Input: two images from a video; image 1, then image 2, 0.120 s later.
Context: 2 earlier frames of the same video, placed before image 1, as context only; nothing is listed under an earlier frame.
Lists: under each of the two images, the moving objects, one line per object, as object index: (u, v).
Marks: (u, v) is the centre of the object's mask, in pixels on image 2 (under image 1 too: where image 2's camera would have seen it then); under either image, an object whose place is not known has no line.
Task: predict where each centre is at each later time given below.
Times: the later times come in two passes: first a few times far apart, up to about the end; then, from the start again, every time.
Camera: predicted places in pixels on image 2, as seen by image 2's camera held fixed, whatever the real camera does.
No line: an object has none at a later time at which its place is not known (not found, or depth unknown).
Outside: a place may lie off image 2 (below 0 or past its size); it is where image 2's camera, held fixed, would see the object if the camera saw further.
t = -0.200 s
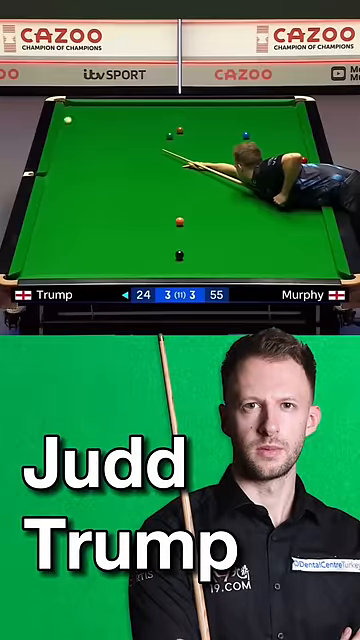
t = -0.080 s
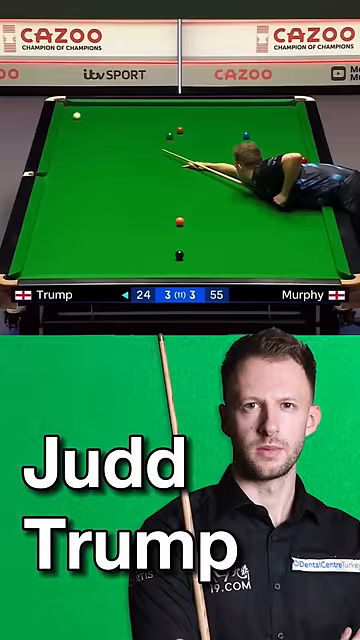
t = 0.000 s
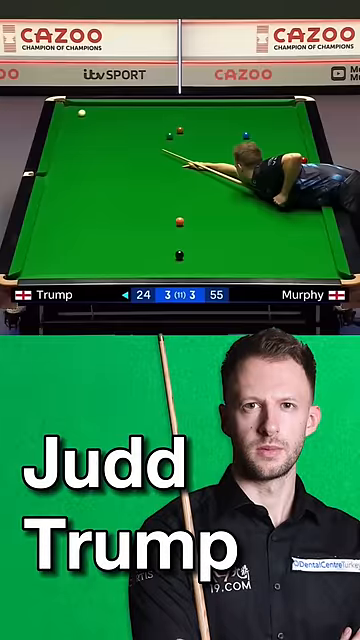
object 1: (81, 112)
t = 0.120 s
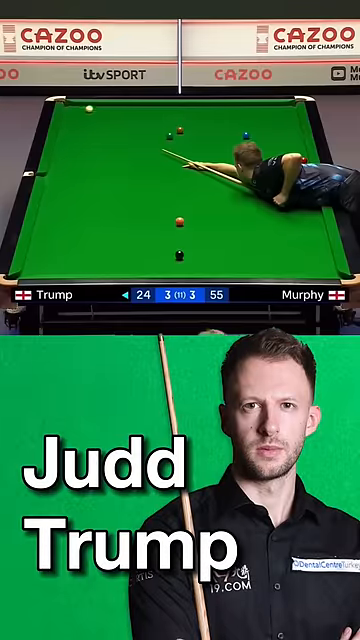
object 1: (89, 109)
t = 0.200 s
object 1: (93, 106)
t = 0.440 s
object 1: (110, 107)
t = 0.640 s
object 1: (124, 111)
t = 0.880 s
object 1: (140, 115)
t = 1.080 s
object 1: (154, 119)
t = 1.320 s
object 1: (170, 123)
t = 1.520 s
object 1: (184, 126)
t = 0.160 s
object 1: (91, 107)
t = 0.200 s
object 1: (93, 106)
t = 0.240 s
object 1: (96, 104)
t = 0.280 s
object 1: (98, 103)
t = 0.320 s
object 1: (101, 104)
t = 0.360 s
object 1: (104, 106)
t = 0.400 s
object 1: (107, 107)
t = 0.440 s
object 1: (110, 107)
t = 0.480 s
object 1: (112, 108)
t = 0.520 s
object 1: (115, 109)
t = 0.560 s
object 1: (118, 110)
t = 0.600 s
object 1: (121, 110)
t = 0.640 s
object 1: (124, 111)
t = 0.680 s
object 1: (126, 112)
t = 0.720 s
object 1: (129, 112)
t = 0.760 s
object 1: (132, 113)
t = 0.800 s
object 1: (135, 114)
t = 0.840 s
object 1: (137, 115)
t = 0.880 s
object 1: (140, 115)
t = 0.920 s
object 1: (143, 116)
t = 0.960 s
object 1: (146, 117)
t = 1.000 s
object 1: (148, 117)
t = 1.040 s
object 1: (151, 118)
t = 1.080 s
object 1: (154, 119)
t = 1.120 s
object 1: (157, 120)
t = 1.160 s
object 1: (159, 120)
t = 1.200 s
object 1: (162, 121)
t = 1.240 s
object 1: (165, 122)
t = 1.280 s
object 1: (167, 122)
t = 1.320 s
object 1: (170, 123)
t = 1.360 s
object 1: (173, 124)
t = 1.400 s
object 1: (175, 124)
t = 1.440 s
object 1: (178, 124)
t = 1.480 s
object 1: (181, 125)
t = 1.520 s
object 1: (184, 126)
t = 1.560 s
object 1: (186, 127)
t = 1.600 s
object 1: (189, 128)
